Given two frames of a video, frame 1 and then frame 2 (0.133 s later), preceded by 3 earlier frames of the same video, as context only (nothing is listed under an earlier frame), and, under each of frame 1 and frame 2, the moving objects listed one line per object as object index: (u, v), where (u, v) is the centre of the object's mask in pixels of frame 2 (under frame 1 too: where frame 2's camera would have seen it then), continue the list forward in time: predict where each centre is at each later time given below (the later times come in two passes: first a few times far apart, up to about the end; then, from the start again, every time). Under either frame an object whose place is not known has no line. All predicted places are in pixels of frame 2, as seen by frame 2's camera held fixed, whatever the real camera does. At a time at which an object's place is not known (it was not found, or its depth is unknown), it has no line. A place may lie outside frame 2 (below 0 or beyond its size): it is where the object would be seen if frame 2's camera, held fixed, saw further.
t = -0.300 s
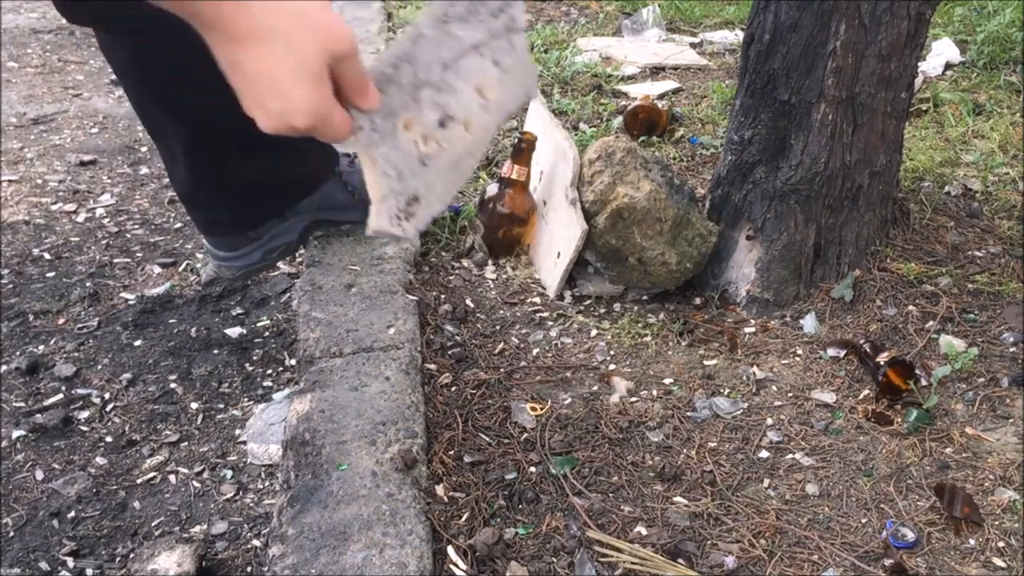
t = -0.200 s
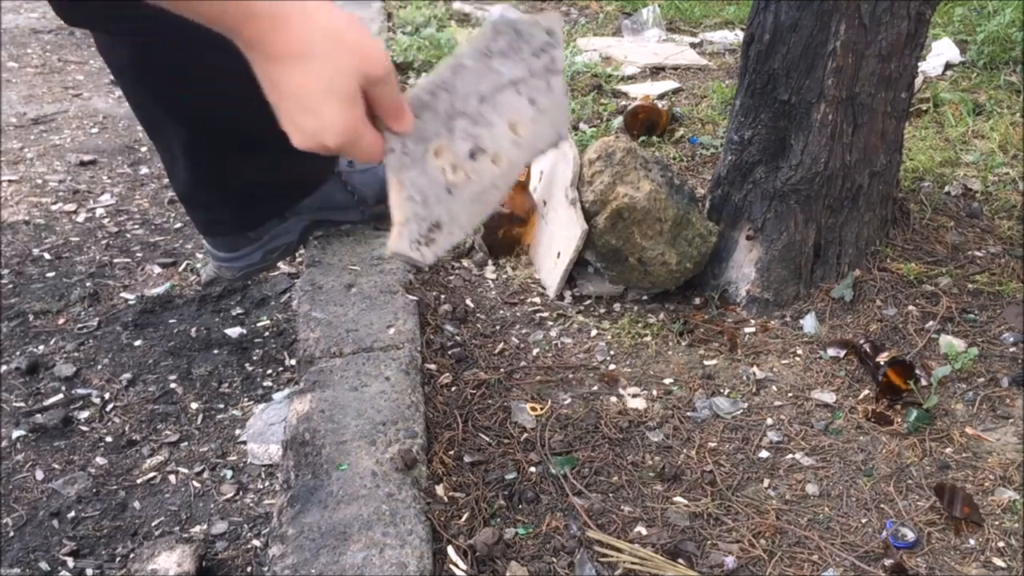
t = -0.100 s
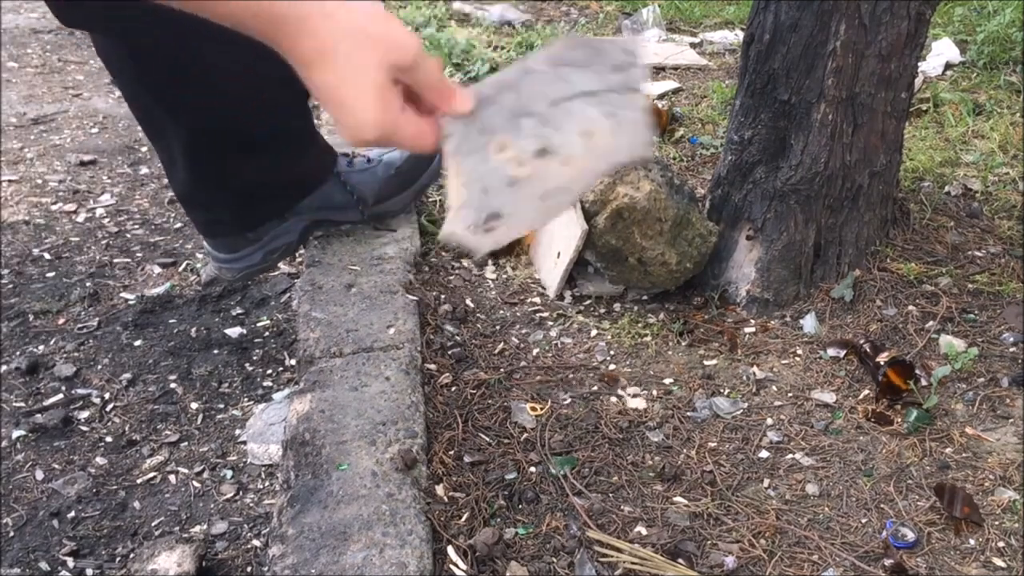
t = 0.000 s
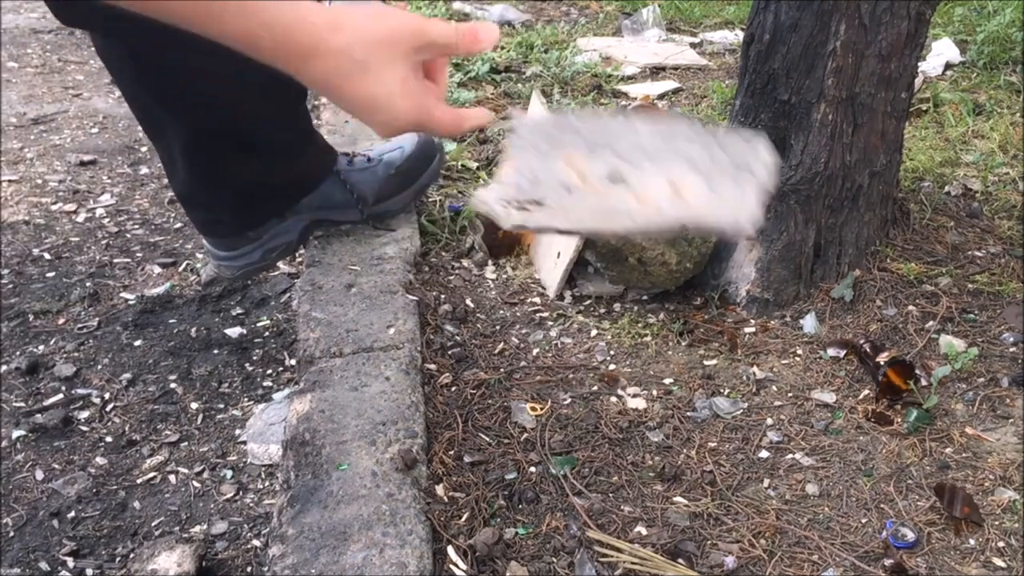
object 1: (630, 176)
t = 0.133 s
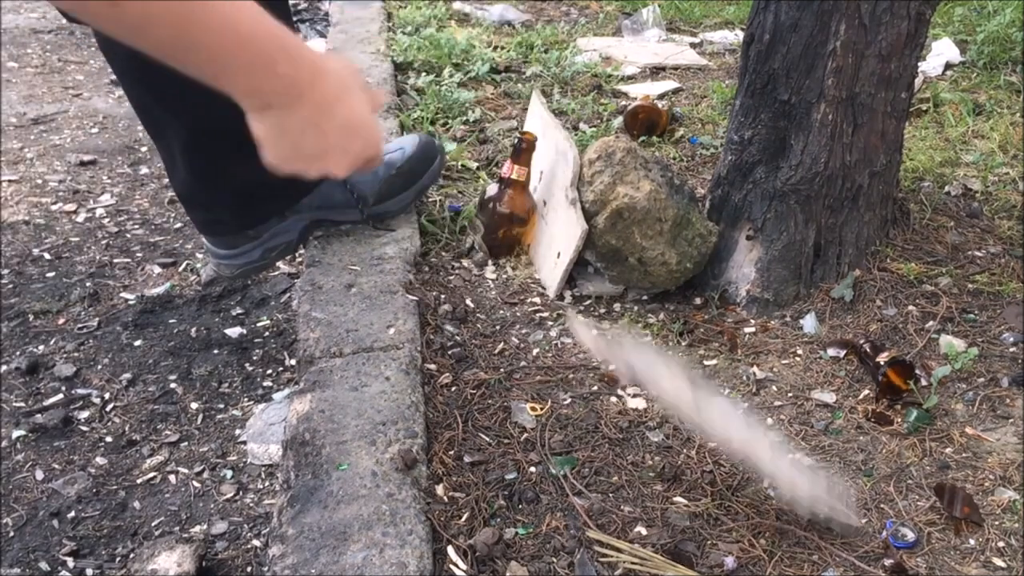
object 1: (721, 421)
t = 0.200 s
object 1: (720, 491)
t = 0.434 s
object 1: (698, 529)
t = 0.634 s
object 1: (698, 531)
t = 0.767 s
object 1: (698, 531)
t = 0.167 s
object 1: (708, 473)
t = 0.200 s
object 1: (720, 491)
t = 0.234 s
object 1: (719, 483)
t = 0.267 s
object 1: (716, 482)
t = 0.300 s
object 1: (711, 490)
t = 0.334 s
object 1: (706, 510)
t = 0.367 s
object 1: (702, 523)
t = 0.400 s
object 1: (702, 525)
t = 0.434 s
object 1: (698, 529)
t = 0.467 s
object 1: (699, 532)
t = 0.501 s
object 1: (698, 532)
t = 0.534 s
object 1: (698, 532)
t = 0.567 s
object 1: (698, 531)
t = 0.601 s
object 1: (698, 531)
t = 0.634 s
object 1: (698, 531)
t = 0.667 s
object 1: (699, 531)
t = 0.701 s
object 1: (699, 531)
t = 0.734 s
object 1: (699, 531)
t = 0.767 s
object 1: (698, 531)
